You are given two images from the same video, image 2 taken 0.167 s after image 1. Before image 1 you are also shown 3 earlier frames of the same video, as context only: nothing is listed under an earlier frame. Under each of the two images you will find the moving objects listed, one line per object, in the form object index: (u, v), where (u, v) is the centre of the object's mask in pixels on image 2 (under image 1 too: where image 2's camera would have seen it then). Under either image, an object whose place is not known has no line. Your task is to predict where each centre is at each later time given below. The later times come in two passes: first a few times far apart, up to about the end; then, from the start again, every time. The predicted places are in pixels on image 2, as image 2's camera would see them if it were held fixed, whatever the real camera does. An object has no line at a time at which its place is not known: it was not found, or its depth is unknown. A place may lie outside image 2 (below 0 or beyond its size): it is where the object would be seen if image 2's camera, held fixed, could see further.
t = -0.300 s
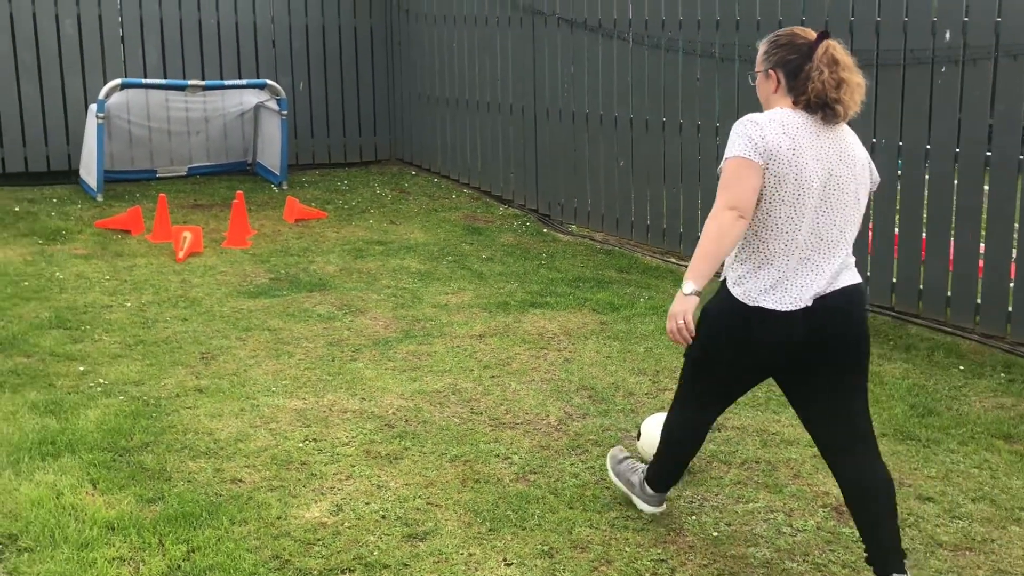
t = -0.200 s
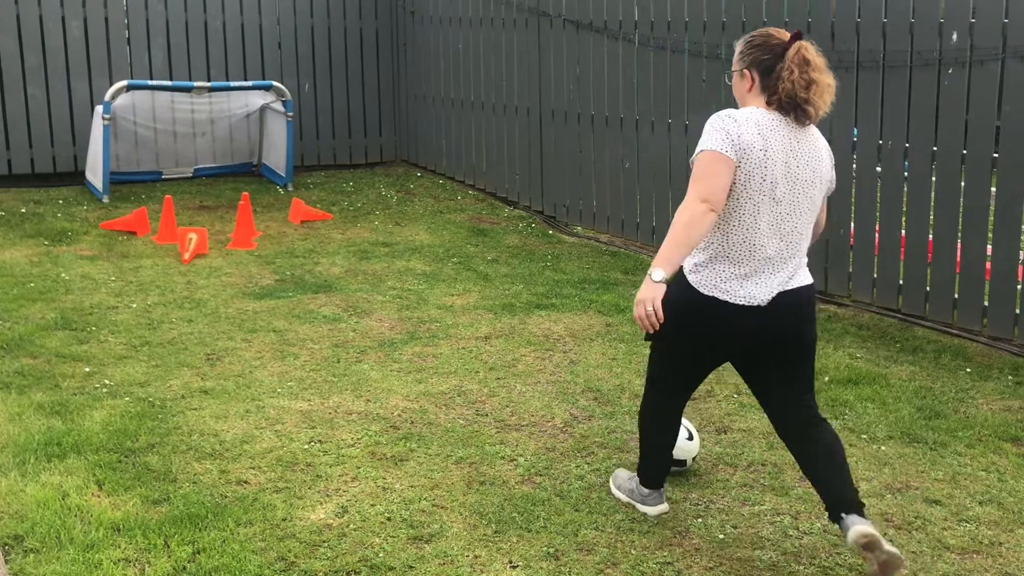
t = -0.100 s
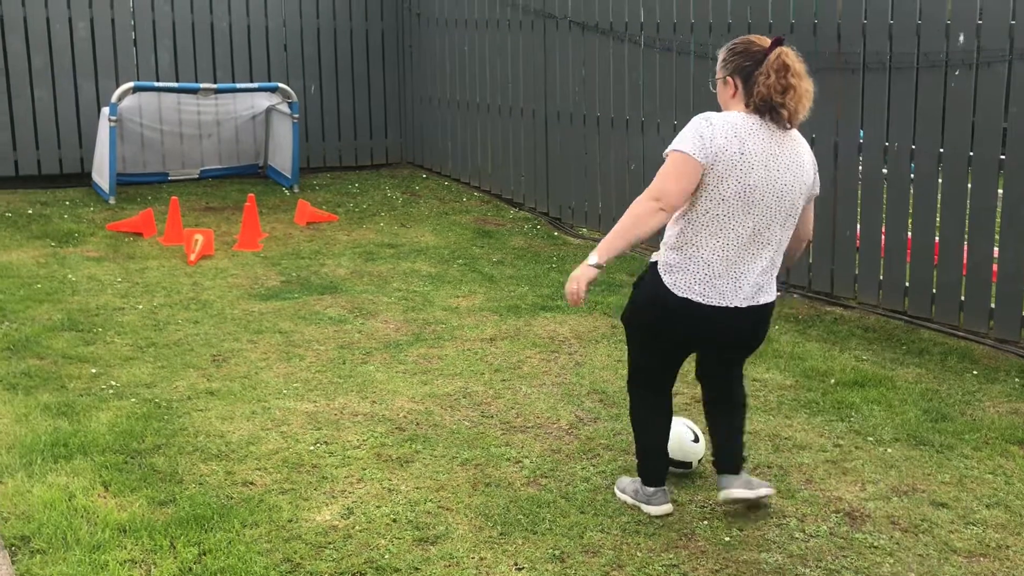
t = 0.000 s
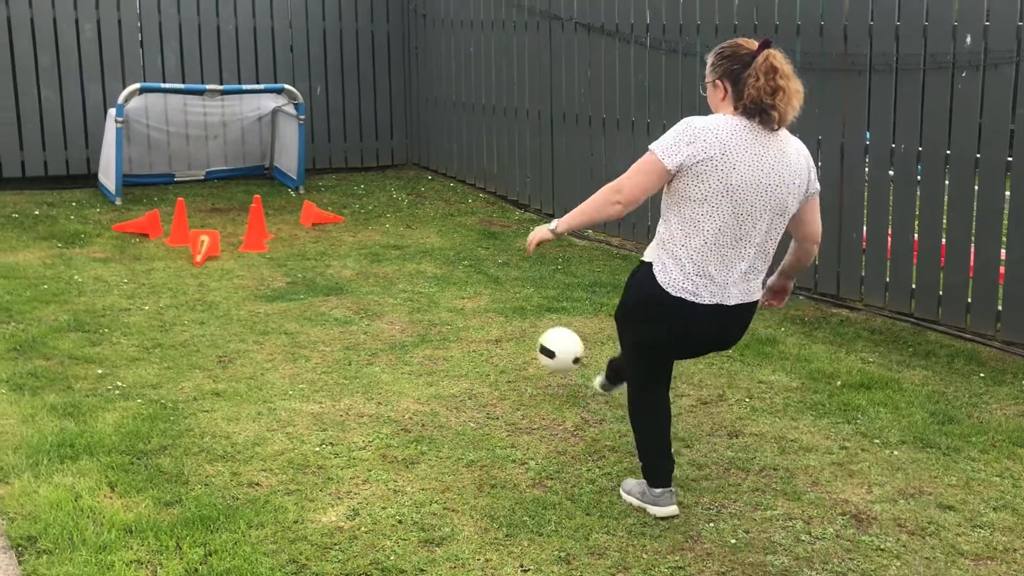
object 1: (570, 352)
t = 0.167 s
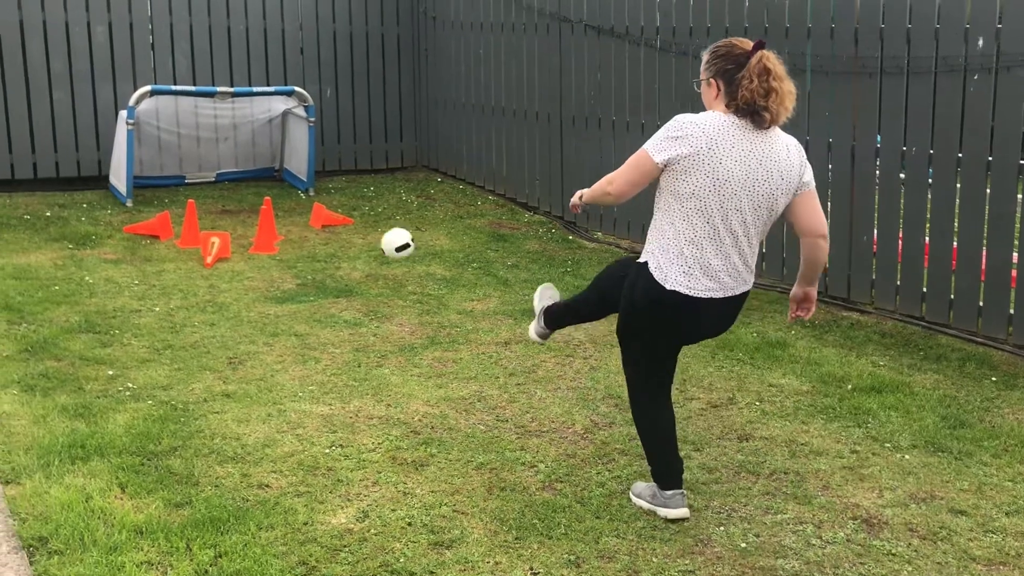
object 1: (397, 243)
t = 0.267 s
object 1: (336, 221)
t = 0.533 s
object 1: (244, 153)
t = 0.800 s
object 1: (291, 167)
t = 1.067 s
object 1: (335, 205)
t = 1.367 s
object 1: (375, 229)
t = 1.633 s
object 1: (418, 248)
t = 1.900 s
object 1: (467, 267)
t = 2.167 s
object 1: (524, 286)
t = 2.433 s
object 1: (589, 303)
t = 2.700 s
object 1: (662, 327)
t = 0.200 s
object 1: (374, 234)
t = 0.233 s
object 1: (354, 227)
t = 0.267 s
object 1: (336, 221)
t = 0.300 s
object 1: (319, 217)
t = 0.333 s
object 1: (304, 215)
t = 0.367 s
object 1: (293, 201)
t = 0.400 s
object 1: (282, 187)
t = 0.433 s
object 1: (272, 176)
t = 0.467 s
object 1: (262, 166)
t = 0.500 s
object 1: (253, 158)
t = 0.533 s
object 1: (244, 153)
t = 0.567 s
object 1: (247, 149)
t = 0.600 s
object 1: (253, 148)
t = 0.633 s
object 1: (259, 148)
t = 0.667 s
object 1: (265, 149)
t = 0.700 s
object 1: (271, 152)
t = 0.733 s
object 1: (278, 155)
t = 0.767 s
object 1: (284, 161)
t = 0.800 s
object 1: (291, 167)
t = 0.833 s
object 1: (297, 174)
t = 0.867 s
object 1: (304, 183)
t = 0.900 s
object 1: (310, 193)
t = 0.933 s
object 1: (317, 206)
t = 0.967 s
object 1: (323, 211)
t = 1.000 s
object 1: (327, 207)
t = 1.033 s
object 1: (330, 206)
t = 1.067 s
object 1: (335, 205)
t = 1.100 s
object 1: (339, 207)
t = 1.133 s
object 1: (343, 209)
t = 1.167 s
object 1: (347, 212)
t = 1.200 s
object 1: (351, 218)
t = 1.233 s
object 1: (356, 224)
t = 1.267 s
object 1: (360, 224)
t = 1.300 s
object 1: (365, 223)
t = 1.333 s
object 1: (370, 225)
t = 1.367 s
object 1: (375, 229)
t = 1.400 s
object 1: (380, 234)
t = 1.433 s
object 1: (385, 236)
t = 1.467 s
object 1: (390, 238)
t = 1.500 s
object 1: (396, 239)
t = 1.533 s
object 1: (401, 241)
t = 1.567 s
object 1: (407, 243)
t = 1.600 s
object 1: (412, 246)
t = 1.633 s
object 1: (418, 248)
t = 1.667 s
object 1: (424, 251)
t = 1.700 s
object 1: (430, 252)
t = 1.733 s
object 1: (436, 254)
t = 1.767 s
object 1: (442, 257)
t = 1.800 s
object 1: (448, 260)
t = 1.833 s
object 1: (454, 263)
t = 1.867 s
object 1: (461, 265)
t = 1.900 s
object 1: (467, 267)
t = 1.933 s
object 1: (474, 269)
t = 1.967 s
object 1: (482, 271)
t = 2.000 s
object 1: (488, 274)
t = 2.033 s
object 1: (495, 276)
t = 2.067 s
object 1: (502, 277)
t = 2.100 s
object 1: (509, 280)
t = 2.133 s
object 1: (516, 284)
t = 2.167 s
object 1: (524, 286)
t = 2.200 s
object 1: (531, 287)
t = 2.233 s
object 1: (540, 290)
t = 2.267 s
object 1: (547, 293)
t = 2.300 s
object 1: (555, 294)
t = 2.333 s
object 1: (564, 296)
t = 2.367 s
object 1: (572, 298)
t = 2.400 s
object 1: (581, 302)
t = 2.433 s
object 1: (589, 303)
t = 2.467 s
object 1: (598, 306)
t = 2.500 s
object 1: (606, 308)
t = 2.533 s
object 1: (615, 310)
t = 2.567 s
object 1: (625, 314)
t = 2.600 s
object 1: (634, 317)
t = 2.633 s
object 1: (643, 319)
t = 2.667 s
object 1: (653, 321)
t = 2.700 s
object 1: (662, 327)
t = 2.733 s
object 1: (672, 330)
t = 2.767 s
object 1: (682, 333)
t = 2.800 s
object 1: (693, 336)
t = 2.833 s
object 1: (704, 340)
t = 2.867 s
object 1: (714, 344)
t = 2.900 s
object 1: (725, 346)
